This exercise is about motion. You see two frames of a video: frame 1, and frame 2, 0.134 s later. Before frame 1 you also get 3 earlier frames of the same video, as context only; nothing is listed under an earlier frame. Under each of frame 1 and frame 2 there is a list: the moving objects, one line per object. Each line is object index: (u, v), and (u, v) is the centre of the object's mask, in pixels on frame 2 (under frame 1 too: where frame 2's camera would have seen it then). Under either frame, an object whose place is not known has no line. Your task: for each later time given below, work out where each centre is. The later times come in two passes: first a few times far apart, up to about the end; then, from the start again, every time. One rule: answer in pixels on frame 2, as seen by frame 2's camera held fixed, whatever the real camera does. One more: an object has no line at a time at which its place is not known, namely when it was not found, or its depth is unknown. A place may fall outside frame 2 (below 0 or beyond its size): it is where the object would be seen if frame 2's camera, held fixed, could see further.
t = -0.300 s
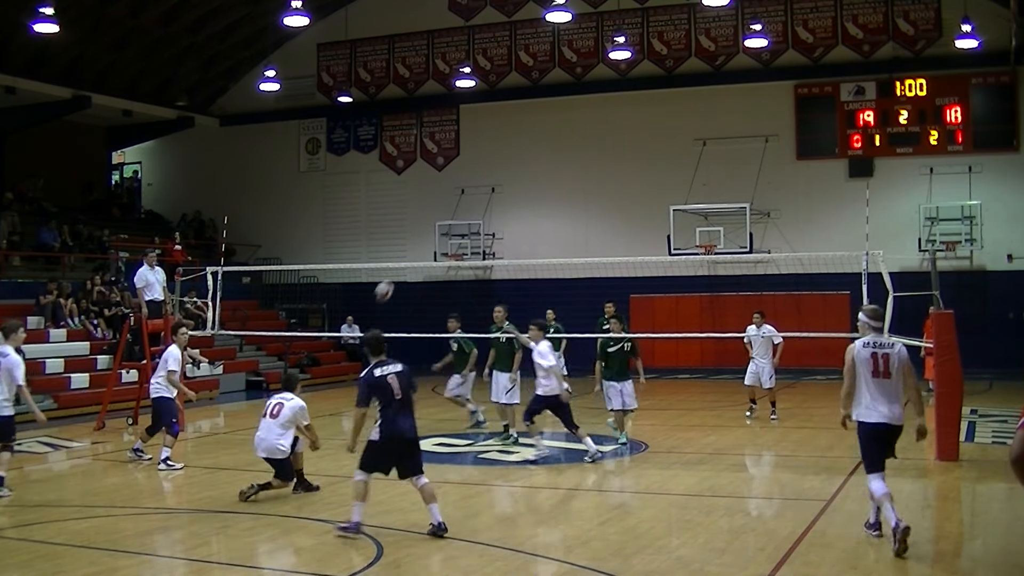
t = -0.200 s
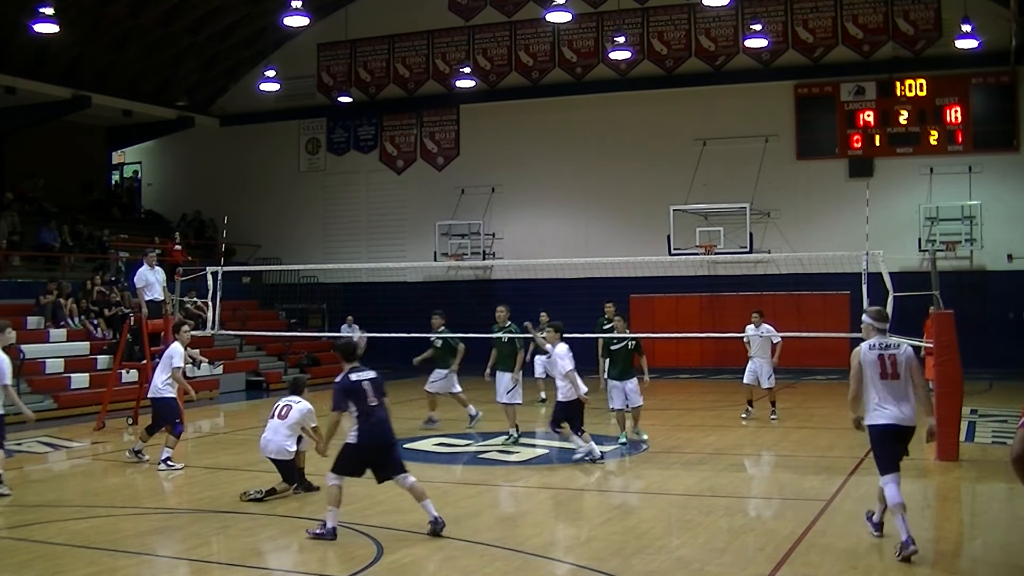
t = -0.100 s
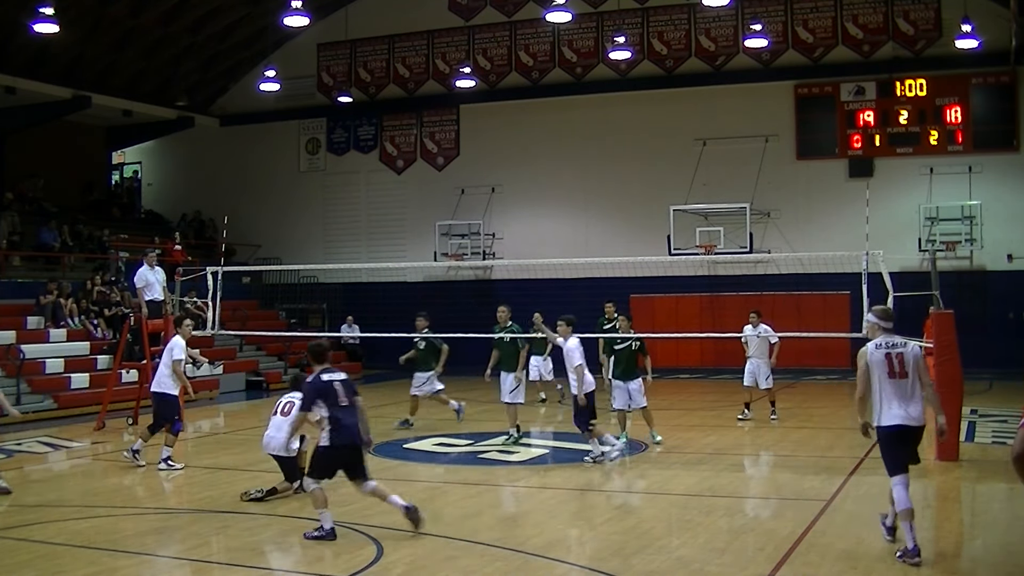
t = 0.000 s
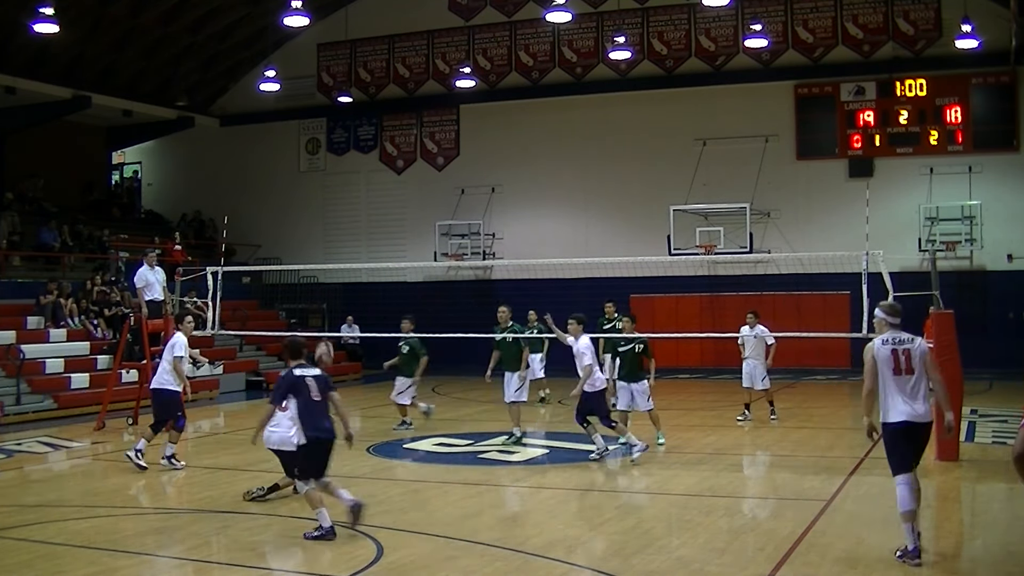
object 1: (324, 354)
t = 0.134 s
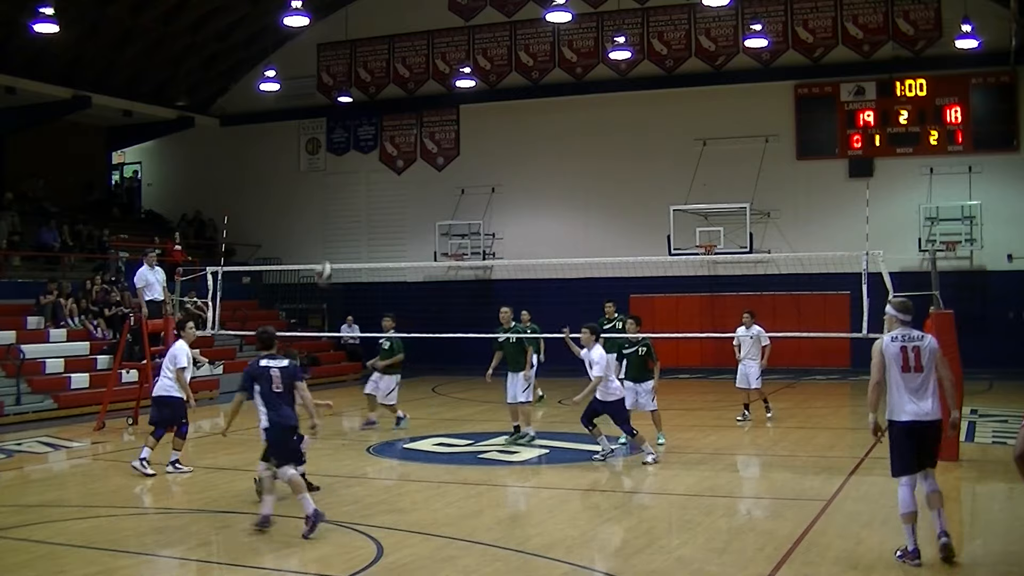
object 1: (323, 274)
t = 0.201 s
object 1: (323, 237)
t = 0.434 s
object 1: (323, 151)
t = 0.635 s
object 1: (322, 118)
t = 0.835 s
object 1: (322, 121)
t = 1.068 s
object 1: (321, 169)
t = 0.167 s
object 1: (324, 254)
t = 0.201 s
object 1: (323, 237)
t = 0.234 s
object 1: (324, 223)
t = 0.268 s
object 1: (323, 207)
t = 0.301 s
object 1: (323, 194)
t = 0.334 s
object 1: (323, 183)
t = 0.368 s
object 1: (323, 171)
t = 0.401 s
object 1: (323, 161)
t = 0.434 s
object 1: (323, 151)
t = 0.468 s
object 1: (322, 144)
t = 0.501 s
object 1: (323, 137)
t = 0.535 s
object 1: (322, 129)
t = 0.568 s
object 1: (323, 125)
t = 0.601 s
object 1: (323, 122)
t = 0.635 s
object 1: (322, 118)
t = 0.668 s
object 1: (323, 116)
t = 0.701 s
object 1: (322, 115)
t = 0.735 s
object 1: (322, 116)
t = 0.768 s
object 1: (322, 116)
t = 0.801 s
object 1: (322, 118)
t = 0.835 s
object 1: (322, 121)
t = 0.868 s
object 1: (322, 125)
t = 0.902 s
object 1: (321, 130)
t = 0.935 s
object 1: (321, 136)
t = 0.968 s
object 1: (321, 143)
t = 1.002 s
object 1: (321, 149)
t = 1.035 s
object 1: (321, 159)
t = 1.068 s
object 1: (321, 169)
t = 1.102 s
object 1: (321, 180)
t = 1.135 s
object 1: (321, 193)
